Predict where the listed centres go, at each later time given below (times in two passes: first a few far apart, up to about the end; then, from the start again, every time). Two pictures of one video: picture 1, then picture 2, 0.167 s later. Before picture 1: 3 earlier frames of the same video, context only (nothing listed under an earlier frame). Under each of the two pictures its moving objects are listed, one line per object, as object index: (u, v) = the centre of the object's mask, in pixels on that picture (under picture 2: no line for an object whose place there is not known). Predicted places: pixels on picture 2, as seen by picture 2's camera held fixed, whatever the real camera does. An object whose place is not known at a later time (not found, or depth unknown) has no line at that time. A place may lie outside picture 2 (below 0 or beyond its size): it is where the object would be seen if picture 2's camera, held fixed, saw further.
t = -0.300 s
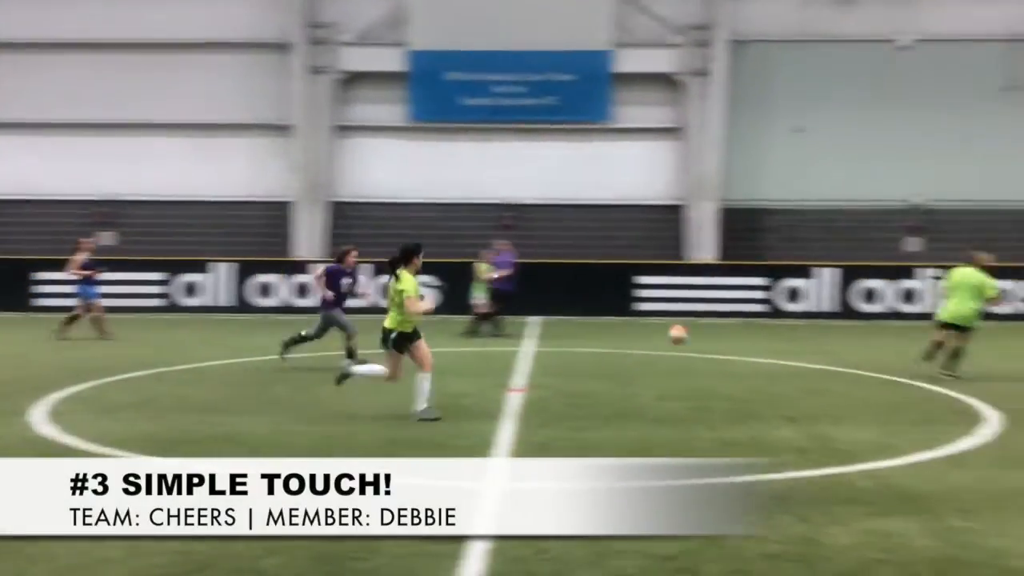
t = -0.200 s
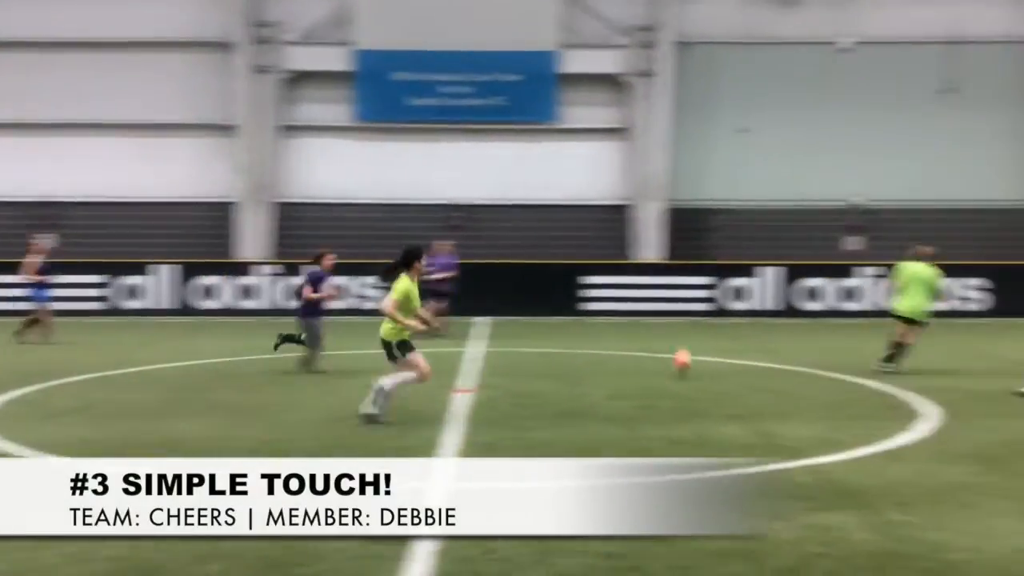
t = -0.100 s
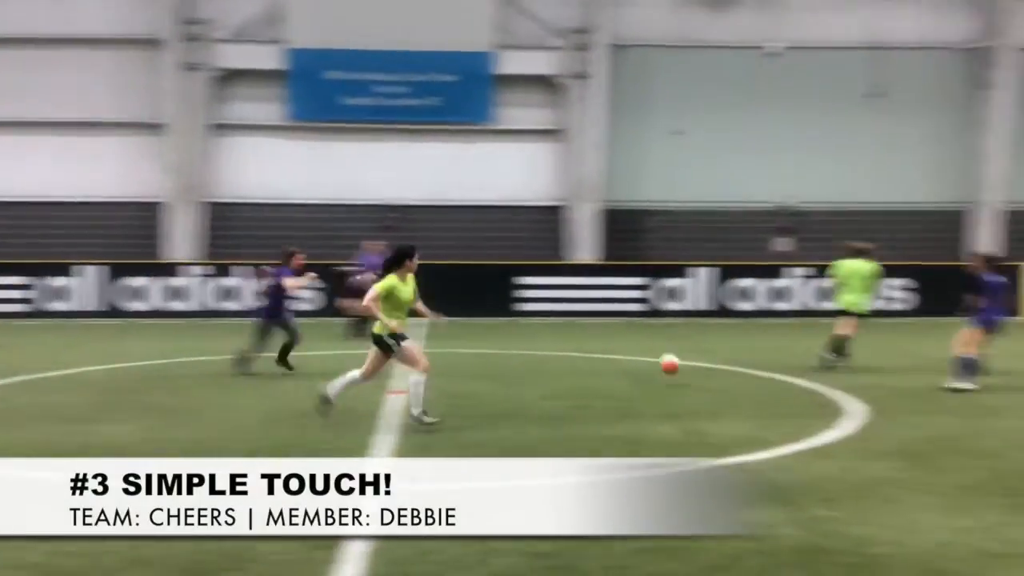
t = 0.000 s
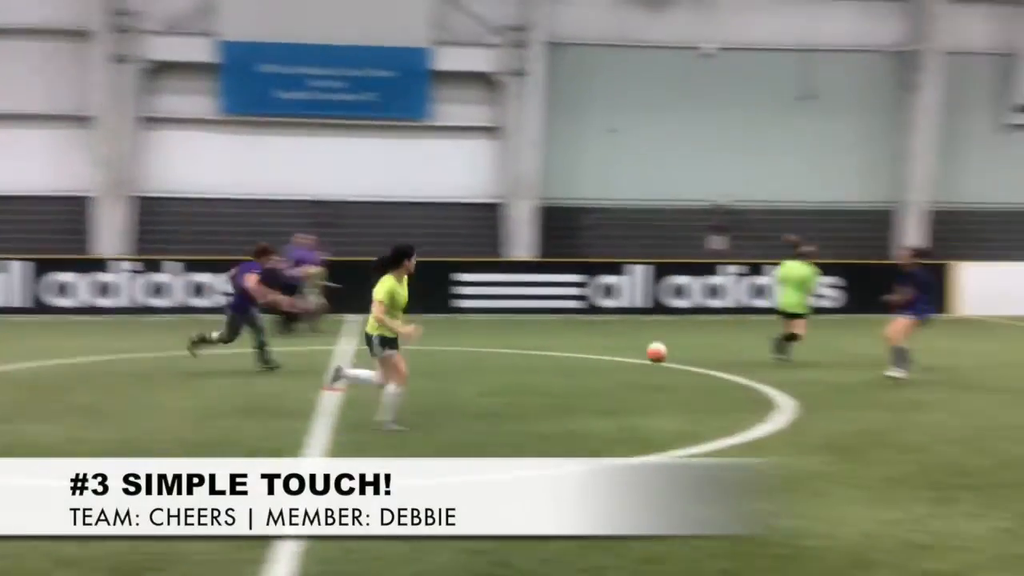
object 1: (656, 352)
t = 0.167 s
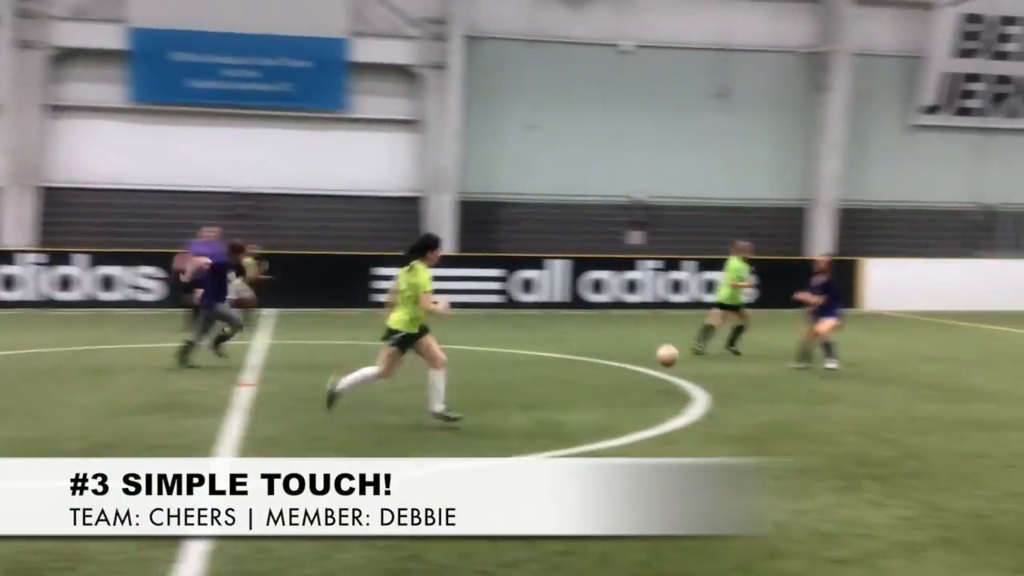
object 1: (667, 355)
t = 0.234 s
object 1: (708, 367)
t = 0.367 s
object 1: (790, 393)
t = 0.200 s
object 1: (687, 360)
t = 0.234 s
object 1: (708, 367)
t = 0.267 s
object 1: (728, 374)
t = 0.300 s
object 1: (749, 384)
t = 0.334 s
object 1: (771, 395)
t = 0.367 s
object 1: (790, 393)
